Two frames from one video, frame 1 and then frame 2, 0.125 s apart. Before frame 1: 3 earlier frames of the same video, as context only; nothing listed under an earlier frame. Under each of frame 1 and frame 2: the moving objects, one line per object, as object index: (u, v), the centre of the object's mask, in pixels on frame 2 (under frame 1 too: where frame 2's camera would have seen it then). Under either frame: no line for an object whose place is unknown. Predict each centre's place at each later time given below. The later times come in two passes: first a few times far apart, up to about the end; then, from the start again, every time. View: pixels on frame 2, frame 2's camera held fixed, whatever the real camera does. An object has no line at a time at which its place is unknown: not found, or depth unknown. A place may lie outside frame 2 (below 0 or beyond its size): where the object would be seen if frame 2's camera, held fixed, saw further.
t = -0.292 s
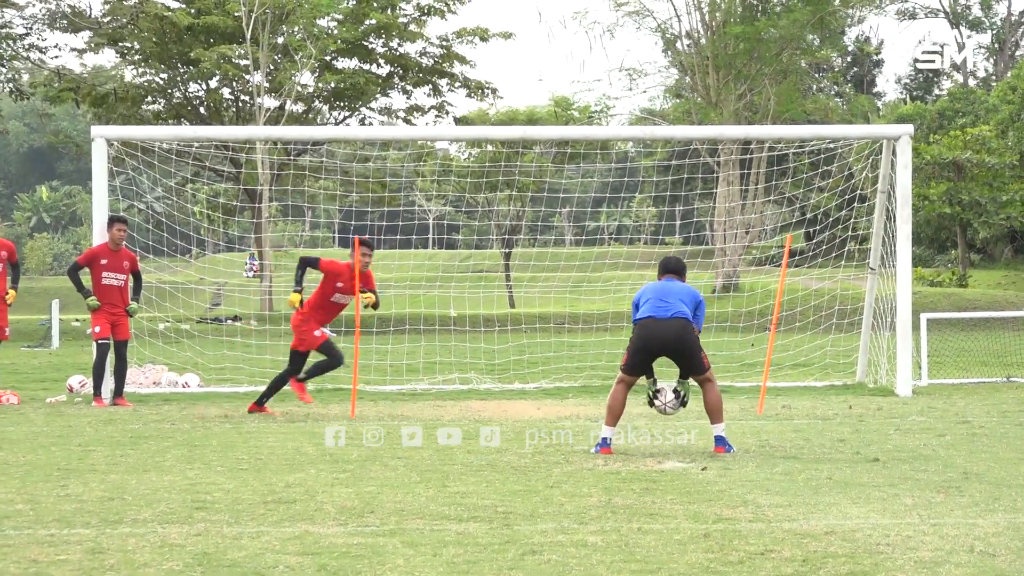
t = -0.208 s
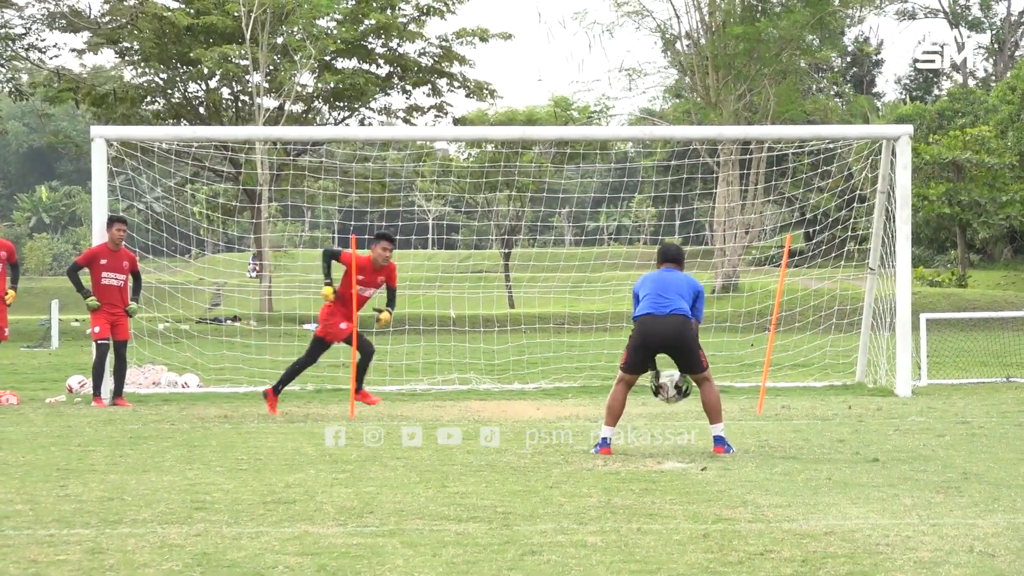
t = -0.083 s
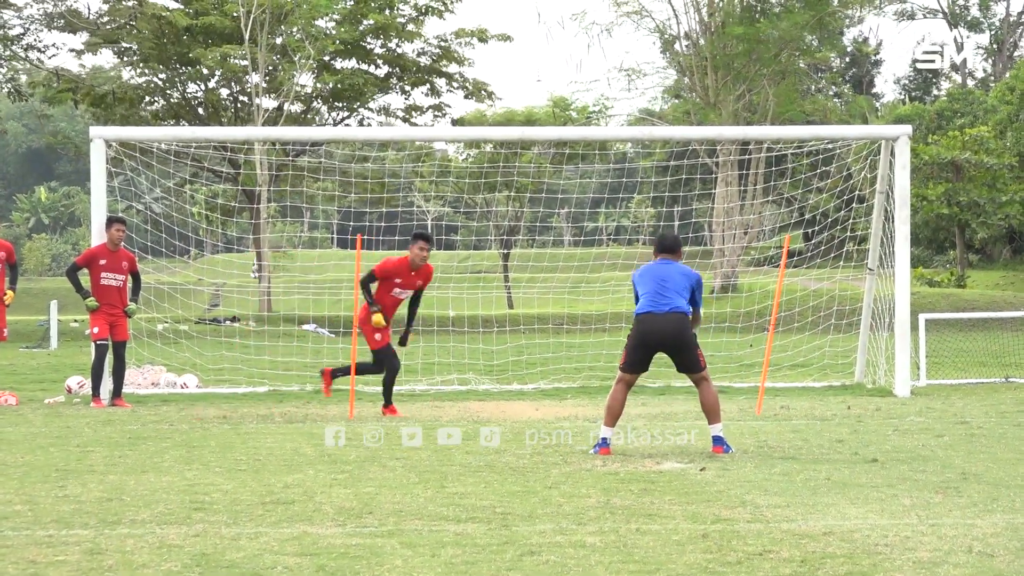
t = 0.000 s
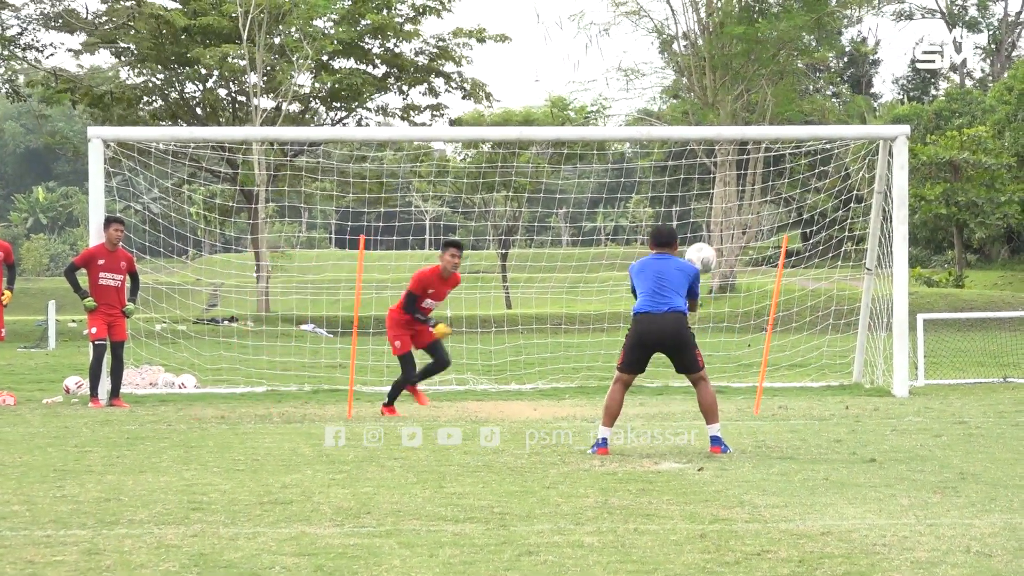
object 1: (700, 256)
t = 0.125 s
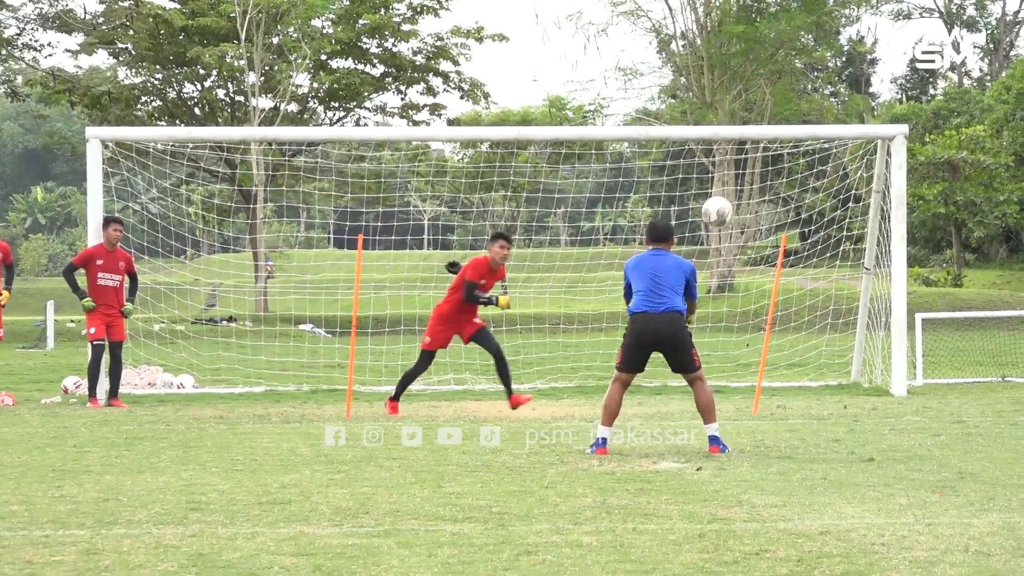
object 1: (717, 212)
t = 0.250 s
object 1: (733, 187)
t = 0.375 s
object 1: (749, 182)
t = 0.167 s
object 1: (723, 200)
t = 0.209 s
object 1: (728, 192)
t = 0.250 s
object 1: (733, 187)
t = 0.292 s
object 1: (739, 183)
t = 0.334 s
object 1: (744, 181)
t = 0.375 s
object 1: (749, 182)
